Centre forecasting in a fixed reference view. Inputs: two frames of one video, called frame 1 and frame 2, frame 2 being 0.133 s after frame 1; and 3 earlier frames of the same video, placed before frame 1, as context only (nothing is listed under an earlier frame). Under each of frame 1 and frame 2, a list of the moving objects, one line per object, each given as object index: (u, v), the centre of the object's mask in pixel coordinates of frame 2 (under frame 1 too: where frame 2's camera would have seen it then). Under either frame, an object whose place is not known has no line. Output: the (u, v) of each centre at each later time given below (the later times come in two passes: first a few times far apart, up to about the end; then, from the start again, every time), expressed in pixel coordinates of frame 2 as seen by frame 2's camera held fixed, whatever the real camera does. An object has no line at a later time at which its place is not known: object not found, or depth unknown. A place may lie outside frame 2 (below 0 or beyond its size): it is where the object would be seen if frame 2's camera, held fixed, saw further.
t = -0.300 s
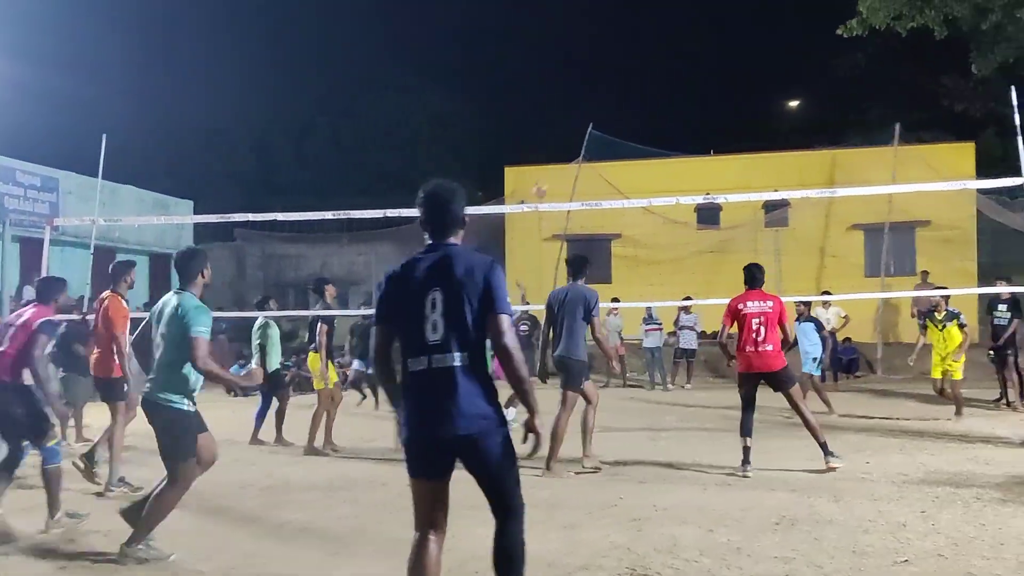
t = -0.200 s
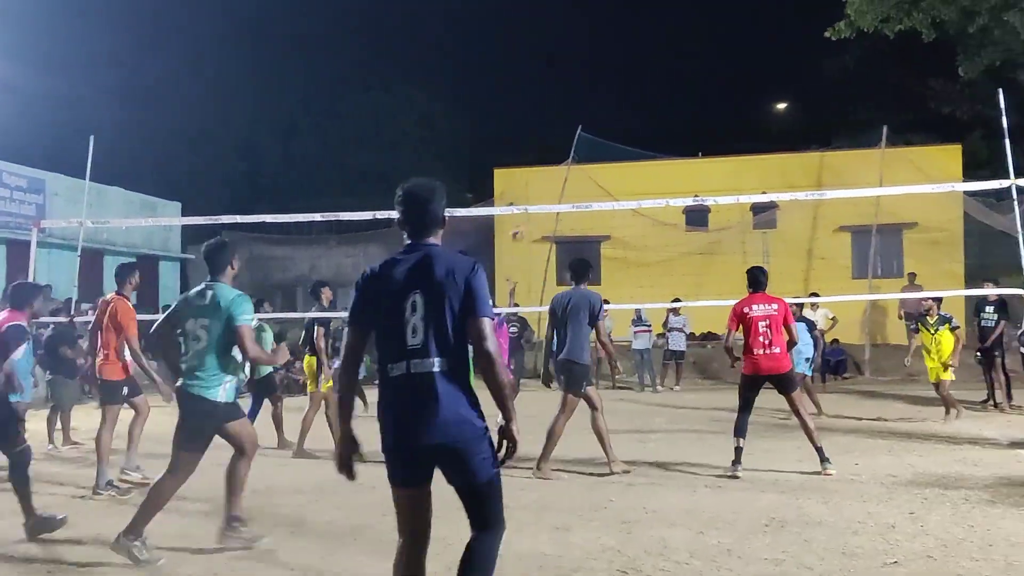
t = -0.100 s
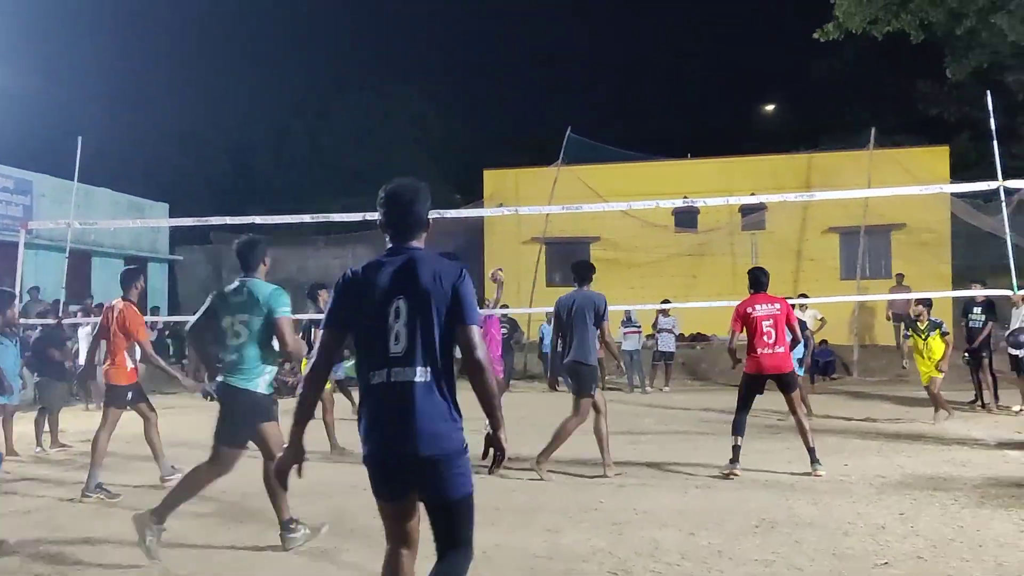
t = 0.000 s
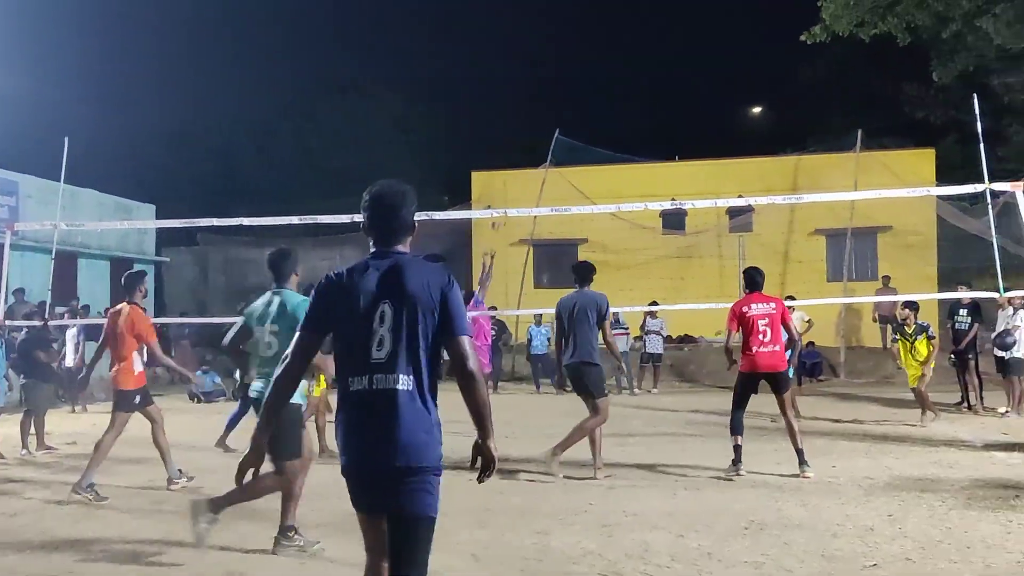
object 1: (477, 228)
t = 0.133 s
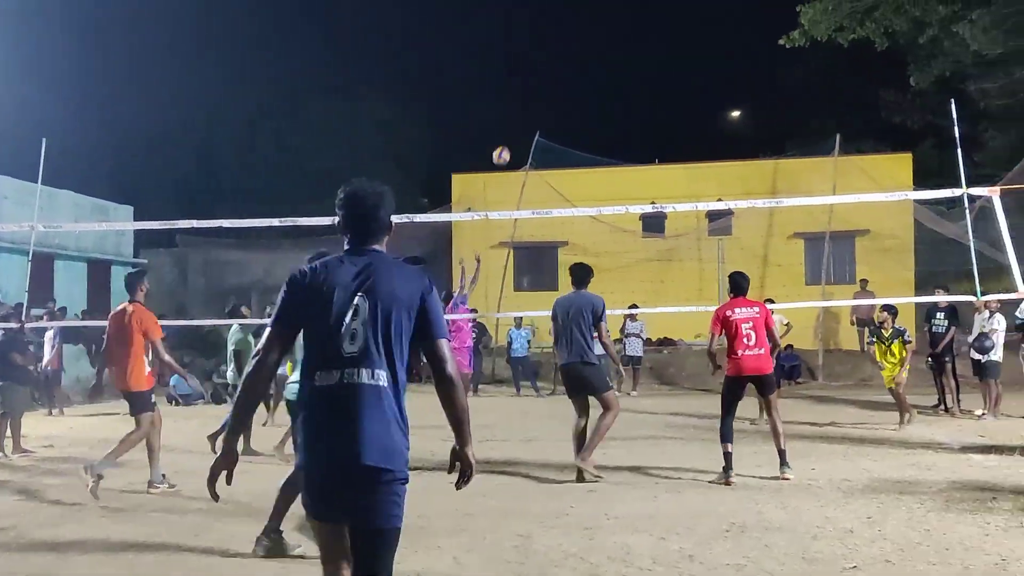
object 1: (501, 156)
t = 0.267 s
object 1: (524, 99)
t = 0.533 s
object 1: (573, 26)
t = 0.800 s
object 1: (623, 12)
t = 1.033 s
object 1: (668, 48)
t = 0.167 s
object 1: (507, 140)
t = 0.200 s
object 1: (513, 125)
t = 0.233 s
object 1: (518, 112)
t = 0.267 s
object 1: (524, 99)
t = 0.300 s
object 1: (530, 87)
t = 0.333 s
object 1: (536, 75)
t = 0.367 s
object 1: (542, 65)
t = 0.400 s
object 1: (548, 55)
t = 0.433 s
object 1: (554, 47)
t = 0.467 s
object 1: (561, 39)
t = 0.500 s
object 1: (567, 32)
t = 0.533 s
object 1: (573, 26)
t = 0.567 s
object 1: (579, 22)
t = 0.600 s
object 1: (585, 17)
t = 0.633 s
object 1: (591, 14)
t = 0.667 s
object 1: (598, 12)
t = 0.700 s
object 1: (604, 10)
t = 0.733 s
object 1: (610, 10)
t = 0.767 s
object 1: (617, 10)
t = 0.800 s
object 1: (623, 12)
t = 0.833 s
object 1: (630, 14)
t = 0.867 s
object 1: (636, 17)
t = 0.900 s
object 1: (642, 21)
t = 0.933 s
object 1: (649, 27)
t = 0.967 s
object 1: (655, 33)
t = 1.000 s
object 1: (661, 40)
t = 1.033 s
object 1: (668, 48)
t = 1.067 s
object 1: (674, 57)
